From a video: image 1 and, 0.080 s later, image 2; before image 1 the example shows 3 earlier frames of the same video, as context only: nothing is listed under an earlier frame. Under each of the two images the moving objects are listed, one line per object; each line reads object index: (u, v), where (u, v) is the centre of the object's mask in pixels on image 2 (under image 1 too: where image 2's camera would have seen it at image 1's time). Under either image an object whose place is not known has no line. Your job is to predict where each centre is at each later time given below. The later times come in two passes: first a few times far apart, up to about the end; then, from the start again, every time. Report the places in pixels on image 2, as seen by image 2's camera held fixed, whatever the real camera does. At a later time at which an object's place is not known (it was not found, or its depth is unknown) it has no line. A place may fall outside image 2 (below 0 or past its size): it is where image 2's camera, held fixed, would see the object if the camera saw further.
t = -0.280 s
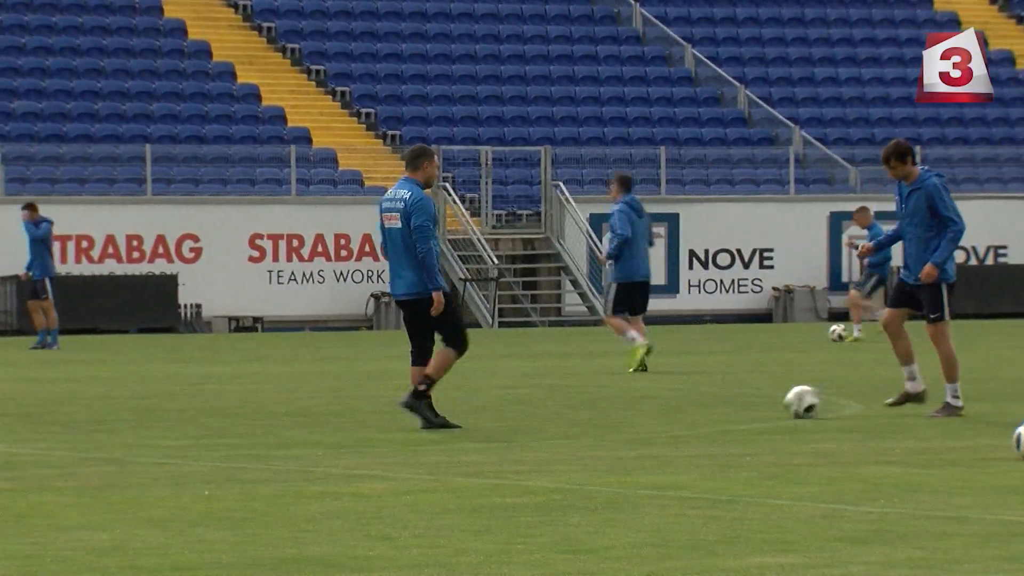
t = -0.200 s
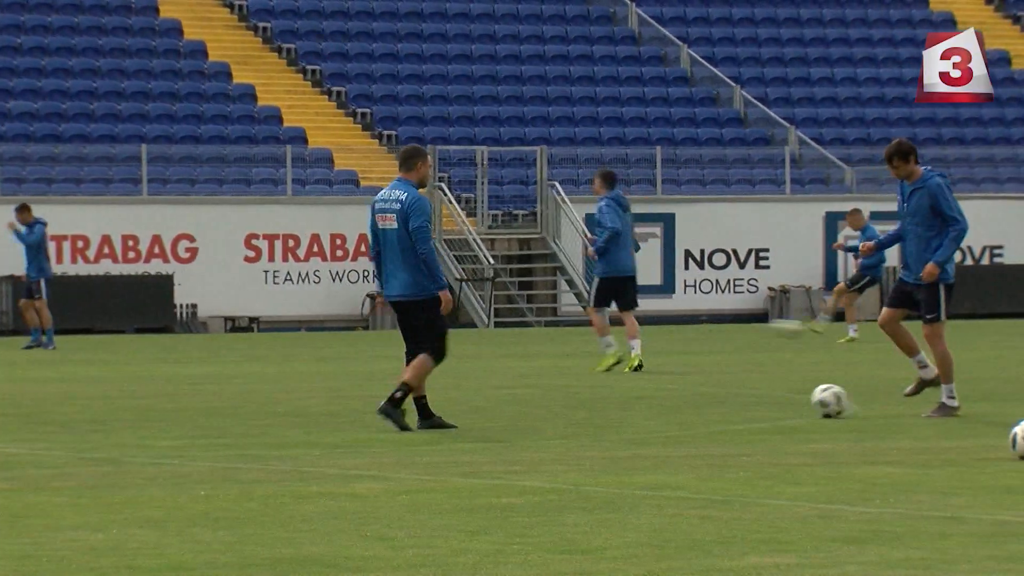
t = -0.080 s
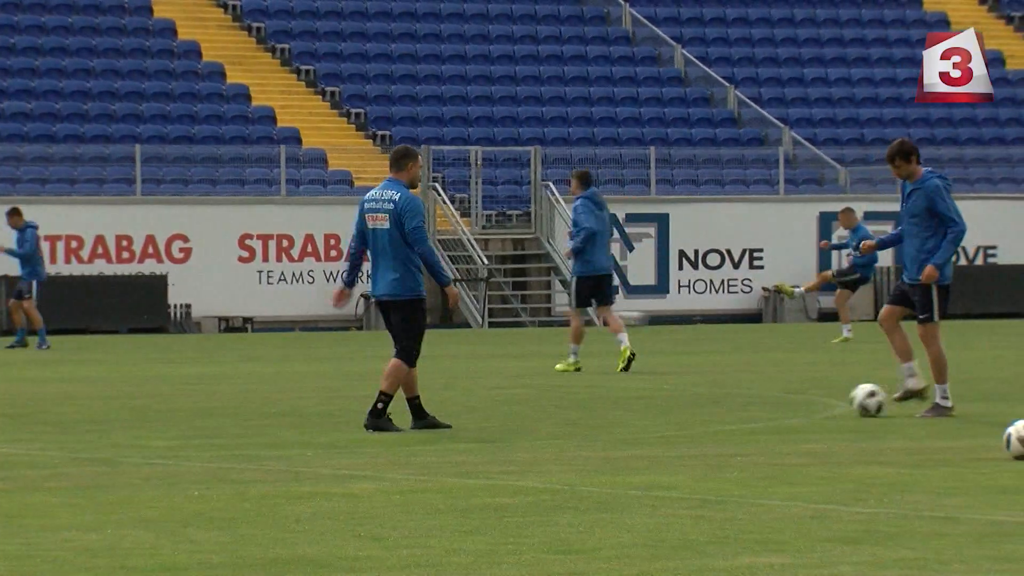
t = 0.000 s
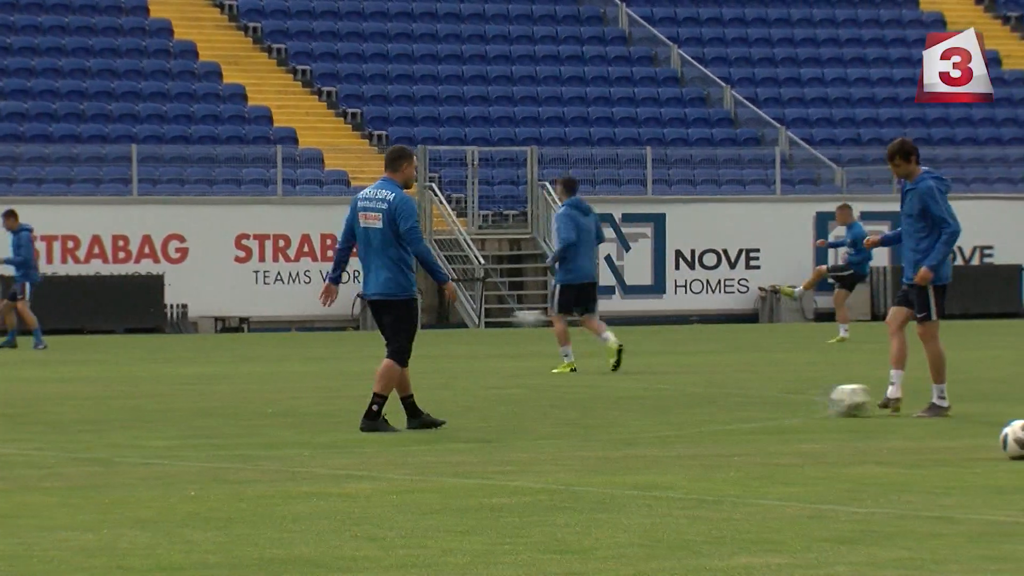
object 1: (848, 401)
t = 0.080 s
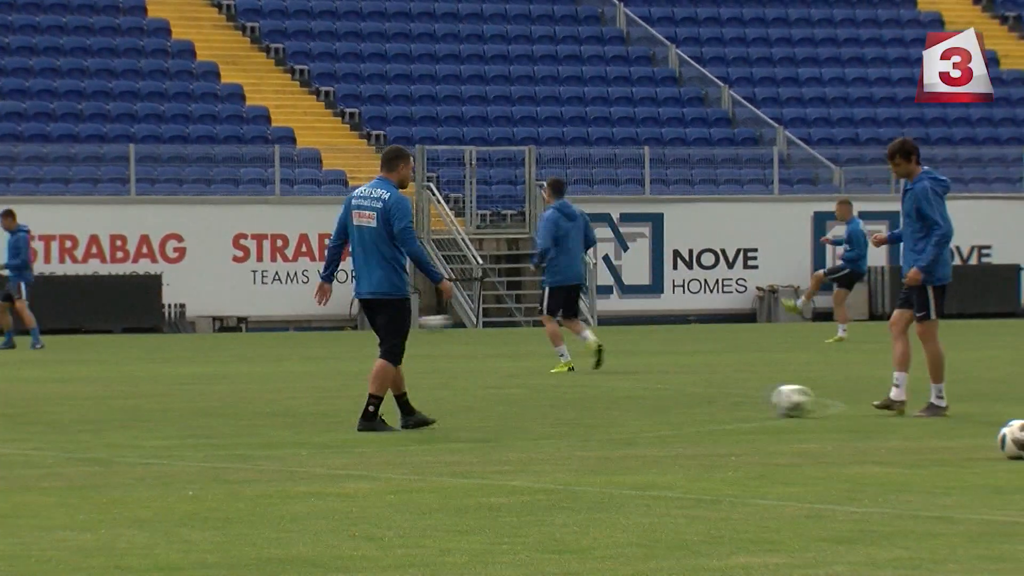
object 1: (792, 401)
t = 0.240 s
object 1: (694, 403)
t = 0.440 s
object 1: (596, 405)
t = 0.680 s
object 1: (502, 407)
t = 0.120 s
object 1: (766, 401)
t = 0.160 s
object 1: (741, 403)
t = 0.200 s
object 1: (714, 403)
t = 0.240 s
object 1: (694, 403)
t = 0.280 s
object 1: (671, 404)
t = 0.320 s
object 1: (651, 405)
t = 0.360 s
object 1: (631, 405)
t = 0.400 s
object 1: (615, 405)
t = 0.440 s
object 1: (596, 405)
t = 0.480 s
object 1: (579, 407)
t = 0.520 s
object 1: (564, 406)
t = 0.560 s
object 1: (549, 406)
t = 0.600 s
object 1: (533, 407)
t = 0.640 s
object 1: (517, 407)
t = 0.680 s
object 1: (502, 407)
